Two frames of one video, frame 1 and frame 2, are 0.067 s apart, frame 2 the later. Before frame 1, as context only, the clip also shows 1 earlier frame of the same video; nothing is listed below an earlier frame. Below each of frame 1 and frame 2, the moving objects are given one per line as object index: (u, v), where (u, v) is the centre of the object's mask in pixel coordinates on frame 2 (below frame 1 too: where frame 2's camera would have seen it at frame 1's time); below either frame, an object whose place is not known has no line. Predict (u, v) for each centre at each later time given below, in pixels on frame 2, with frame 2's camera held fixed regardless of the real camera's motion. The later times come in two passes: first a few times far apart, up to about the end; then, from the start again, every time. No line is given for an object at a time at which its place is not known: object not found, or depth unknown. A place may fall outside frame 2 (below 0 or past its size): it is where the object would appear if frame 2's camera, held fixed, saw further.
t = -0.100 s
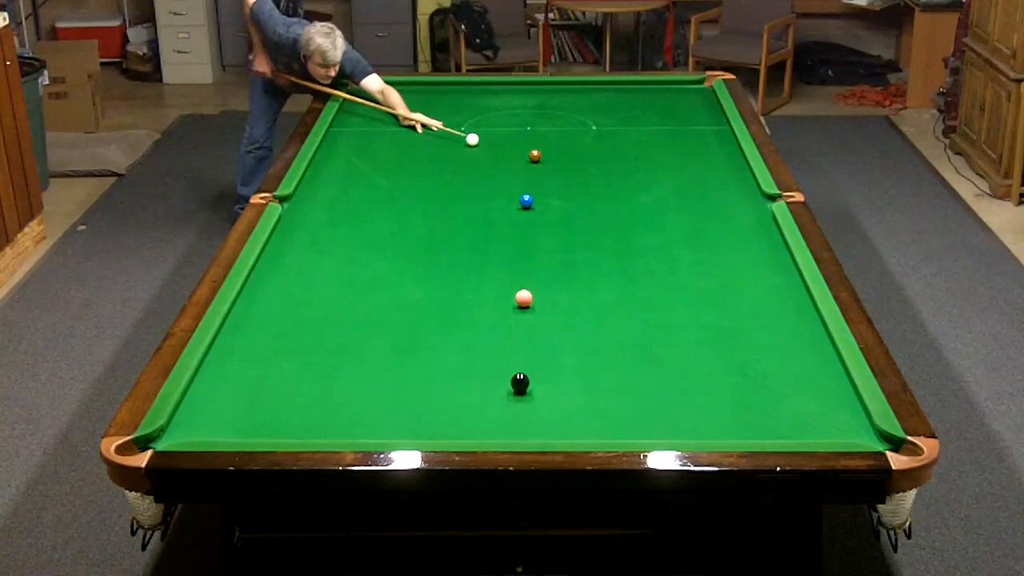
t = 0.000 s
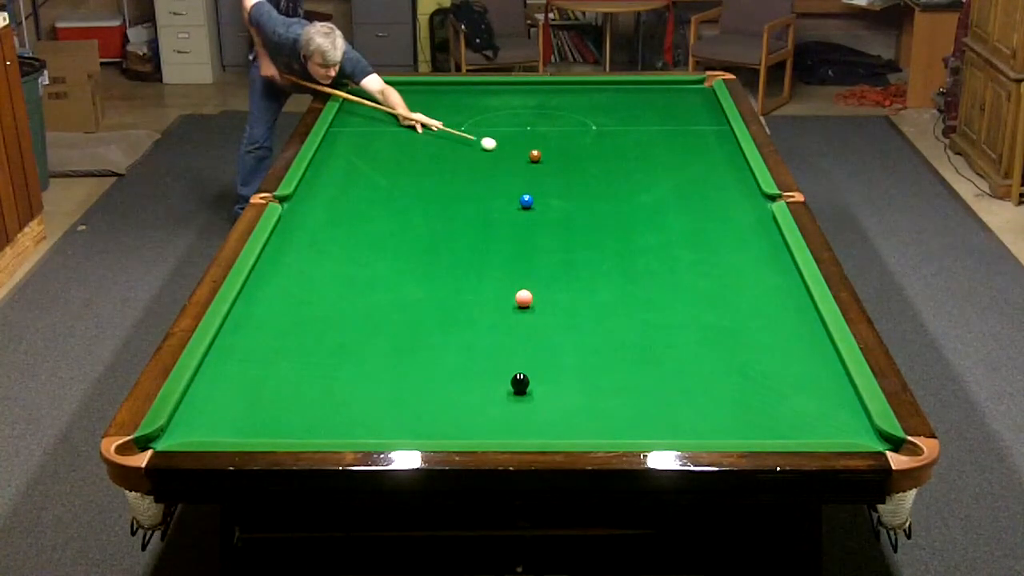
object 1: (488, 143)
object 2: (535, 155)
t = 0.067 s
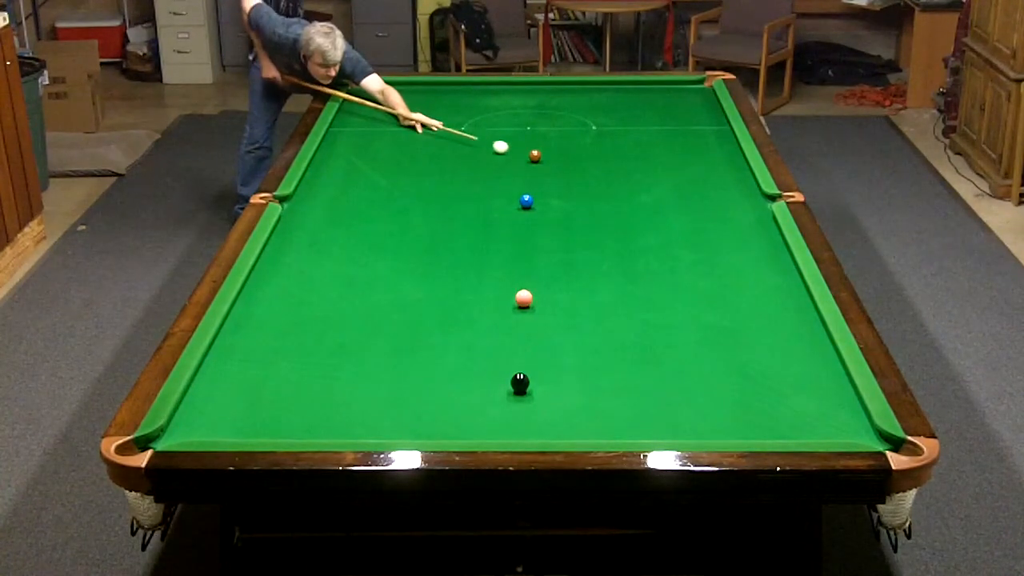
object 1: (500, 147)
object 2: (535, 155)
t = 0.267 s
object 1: (524, 154)
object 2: (546, 158)
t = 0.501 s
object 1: (531, 158)
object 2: (578, 164)
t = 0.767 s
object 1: (538, 163)
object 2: (612, 171)
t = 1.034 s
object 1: (544, 167)
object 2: (646, 178)
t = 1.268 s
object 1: (549, 170)
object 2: (676, 184)
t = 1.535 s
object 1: (554, 174)
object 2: (709, 190)
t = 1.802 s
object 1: (559, 177)
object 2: (741, 197)
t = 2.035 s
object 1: (562, 179)
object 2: (768, 201)
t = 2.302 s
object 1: (566, 181)
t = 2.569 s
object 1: (568, 182)
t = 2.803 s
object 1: (569, 183)
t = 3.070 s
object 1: (570, 184)
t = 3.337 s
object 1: (570, 184)
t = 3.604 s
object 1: (570, 184)
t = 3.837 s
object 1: (570, 184)
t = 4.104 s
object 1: (570, 184)
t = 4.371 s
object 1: (570, 184)
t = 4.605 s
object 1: (570, 184)
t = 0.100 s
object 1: (506, 148)
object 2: (535, 155)
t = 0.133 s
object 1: (512, 150)
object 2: (535, 156)
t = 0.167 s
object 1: (518, 152)
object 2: (535, 155)
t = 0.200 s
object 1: (523, 153)
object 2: (536, 156)
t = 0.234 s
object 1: (524, 154)
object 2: (542, 157)
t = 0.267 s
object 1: (524, 154)
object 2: (546, 158)
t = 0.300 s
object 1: (525, 155)
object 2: (552, 159)
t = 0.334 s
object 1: (526, 156)
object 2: (556, 160)
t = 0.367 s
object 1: (527, 156)
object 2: (560, 161)
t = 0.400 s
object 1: (528, 157)
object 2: (565, 162)
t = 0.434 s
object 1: (529, 157)
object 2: (569, 163)
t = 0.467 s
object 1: (530, 158)
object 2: (574, 163)
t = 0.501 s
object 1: (531, 158)
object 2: (578, 164)
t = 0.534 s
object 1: (532, 159)
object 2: (582, 165)
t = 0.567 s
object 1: (532, 160)
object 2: (587, 166)
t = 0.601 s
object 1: (533, 160)
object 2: (591, 167)
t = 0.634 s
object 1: (534, 161)
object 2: (595, 167)
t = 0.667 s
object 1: (535, 161)
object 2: (600, 168)
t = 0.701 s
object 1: (536, 162)
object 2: (604, 169)
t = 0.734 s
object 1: (537, 162)
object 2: (608, 170)
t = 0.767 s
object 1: (538, 163)
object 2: (612, 171)
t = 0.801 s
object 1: (539, 163)
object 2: (617, 172)
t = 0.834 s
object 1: (540, 164)
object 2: (621, 173)
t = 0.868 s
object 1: (540, 164)
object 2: (625, 174)
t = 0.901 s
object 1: (541, 165)
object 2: (629, 174)
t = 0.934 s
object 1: (542, 166)
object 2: (634, 175)
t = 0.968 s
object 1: (543, 166)
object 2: (638, 176)
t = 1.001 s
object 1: (543, 167)
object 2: (642, 177)
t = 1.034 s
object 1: (544, 167)
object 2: (646, 178)
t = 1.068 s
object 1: (545, 167)
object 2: (650, 179)
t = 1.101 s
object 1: (546, 168)
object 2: (655, 180)
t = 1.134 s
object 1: (547, 168)
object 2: (659, 180)
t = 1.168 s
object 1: (547, 169)
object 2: (663, 181)
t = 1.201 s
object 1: (548, 169)
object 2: (668, 182)
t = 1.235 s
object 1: (549, 170)
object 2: (672, 183)
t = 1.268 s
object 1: (549, 170)
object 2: (676, 184)
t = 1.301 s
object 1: (550, 171)
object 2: (680, 184)
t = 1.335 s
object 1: (551, 171)
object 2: (685, 185)
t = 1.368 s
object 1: (551, 172)
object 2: (688, 186)
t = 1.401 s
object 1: (552, 172)
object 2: (692, 187)
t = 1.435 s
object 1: (553, 173)
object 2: (697, 188)
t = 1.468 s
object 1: (553, 173)
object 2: (701, 189)
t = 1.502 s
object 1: (554, 174)
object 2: (705, 189)
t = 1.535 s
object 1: (554, 174)
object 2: (709, 190)
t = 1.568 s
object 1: (555, 174)
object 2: (713, 191)
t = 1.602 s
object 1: (556, 175)
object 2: (717, 192)
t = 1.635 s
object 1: (556, 175)
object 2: (721, 193)
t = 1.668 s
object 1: (557, 175)
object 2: (725, 193)
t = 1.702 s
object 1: (557, 176)
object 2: (729, 194)
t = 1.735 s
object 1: (558, 176)
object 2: (733, 195)
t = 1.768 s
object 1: (559, 176)
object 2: (737, 196)
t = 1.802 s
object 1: (559, 177)
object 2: (741, 197)
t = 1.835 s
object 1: (559, 177)
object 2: (745, 197)
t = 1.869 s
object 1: (560, 177)
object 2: (749, 198)
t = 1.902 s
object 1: (561, 178)
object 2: (753, 199)
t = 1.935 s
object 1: (561, 178)
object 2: (757, 199)
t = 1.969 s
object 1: (561, 178)
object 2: (761, 200)
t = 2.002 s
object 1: (562, 178)
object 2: (764, 201)
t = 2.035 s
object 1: (562, 179)
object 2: (768, 201)
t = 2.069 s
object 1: (563, 179)
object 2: (770, 201)
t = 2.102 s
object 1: (563, 179)
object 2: (773, 201)
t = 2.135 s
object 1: (564, 179)
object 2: (775, 201)
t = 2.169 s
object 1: (564, 180)
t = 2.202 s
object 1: (565, 180)
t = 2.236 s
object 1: (565, 180)
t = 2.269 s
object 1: (566, 181)
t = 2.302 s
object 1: (566, 181)
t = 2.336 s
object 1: (566, 181)
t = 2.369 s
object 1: (566, 181)
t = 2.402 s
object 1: (567, 182)
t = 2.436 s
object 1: (567, 182)
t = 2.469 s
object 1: (567, 182)
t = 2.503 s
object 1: (568, 182)
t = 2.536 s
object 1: (568, 182)
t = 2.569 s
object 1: (568, 182)
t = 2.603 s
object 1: (568, 182)
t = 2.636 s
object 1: (568, 182)
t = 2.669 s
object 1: (569, 183)
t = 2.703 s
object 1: (569, 183)
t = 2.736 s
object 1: (569, 183)
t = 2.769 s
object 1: (569, 183)
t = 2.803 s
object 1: (569, 183)
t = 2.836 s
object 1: (569, 183)
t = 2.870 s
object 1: (569, 183)
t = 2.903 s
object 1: (569, 183)
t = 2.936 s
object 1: (570, 184)
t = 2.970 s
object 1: (570, 184)
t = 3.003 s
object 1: (570, 184)
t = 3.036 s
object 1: (570, 184)
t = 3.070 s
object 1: (570, 184)
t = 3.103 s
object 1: (570, 184)
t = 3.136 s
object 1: (570, 184)
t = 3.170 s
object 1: (570, 184)
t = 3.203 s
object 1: (570, 184)
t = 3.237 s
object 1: (570, 184)
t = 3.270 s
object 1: (570, 184)
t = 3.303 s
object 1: (570, 184)
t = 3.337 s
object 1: (570, 184)
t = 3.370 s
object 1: (570, 183)
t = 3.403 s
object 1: (570, 184)
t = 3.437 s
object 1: (570, 184)
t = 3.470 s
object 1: (570, 184)
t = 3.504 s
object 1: (570, 184)
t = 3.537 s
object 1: (570, 183)
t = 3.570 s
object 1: (570, 184)
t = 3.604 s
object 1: (570, 184)
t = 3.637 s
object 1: (570, 184)
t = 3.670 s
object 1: (570, 184)
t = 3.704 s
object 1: (570, 183)
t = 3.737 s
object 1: (570, 184)
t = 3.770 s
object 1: (570, 184)
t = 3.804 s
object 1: (570, 184)
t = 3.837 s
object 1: (570, 184)
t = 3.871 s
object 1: (570, 184)
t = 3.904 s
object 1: (570, 184)
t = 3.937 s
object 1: (570, 184)
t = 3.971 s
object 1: (570, 184)
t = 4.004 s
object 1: (570, 184)
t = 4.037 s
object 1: (570, 184)
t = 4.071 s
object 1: (570, 184)
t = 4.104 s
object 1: (570, 184)
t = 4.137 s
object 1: (570, 184)
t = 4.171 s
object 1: (570, 184)
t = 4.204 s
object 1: (570, 184)
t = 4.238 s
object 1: (570, 184)
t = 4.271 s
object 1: (570, 184)
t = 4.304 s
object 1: (570, 184)
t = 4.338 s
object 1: (570, 184)
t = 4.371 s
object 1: (570, 184)
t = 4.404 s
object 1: (570, 184)
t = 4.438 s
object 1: (570, 184)
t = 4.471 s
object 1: (570, 184)
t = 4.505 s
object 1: (570, 184)
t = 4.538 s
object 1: (570, 184)
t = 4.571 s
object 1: (570, 184)
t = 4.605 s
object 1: (570, 184)
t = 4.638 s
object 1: (570, 184)
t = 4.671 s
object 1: (570, 184)
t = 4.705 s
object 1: (570, 184)
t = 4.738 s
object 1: (570, 184)
